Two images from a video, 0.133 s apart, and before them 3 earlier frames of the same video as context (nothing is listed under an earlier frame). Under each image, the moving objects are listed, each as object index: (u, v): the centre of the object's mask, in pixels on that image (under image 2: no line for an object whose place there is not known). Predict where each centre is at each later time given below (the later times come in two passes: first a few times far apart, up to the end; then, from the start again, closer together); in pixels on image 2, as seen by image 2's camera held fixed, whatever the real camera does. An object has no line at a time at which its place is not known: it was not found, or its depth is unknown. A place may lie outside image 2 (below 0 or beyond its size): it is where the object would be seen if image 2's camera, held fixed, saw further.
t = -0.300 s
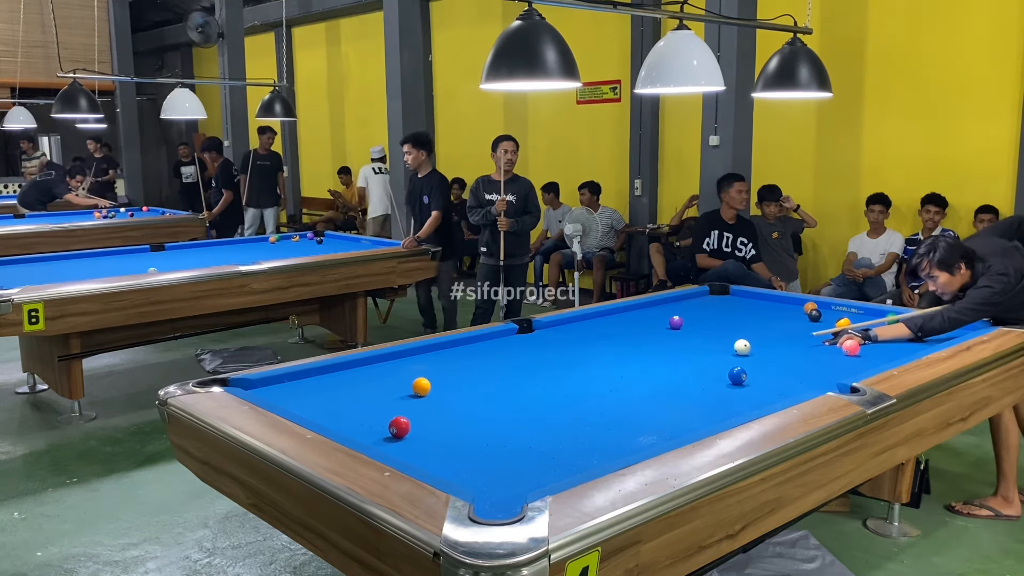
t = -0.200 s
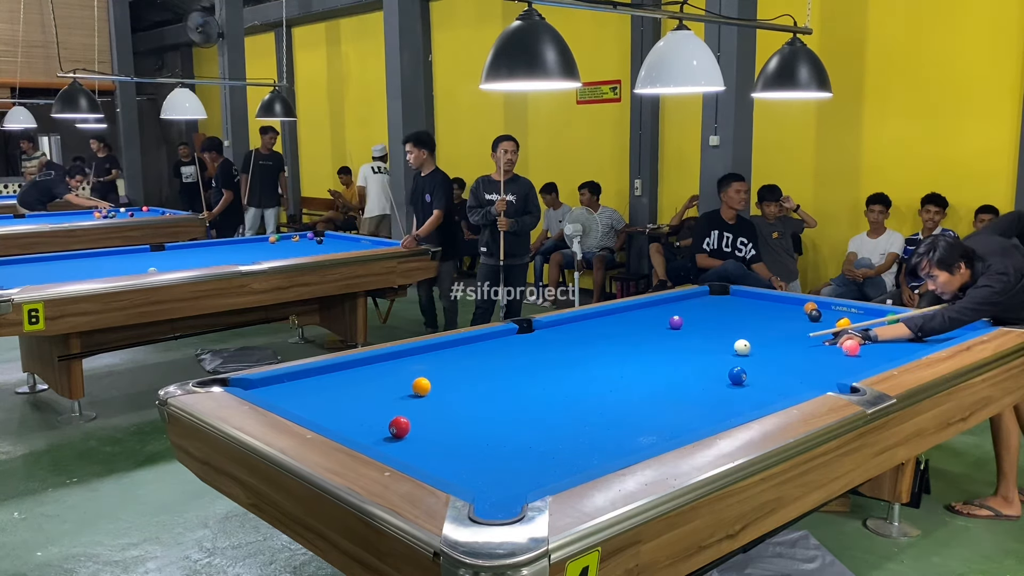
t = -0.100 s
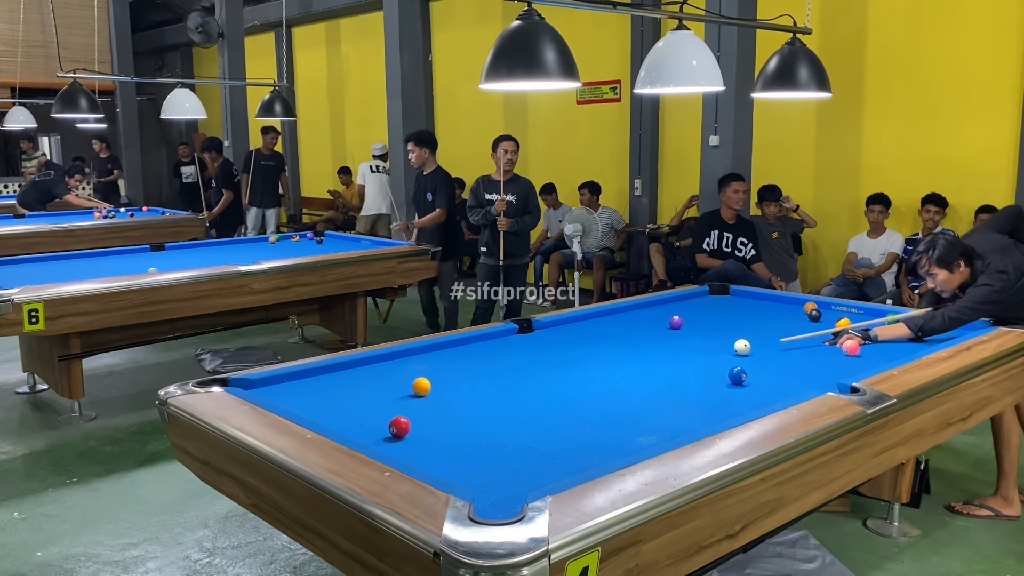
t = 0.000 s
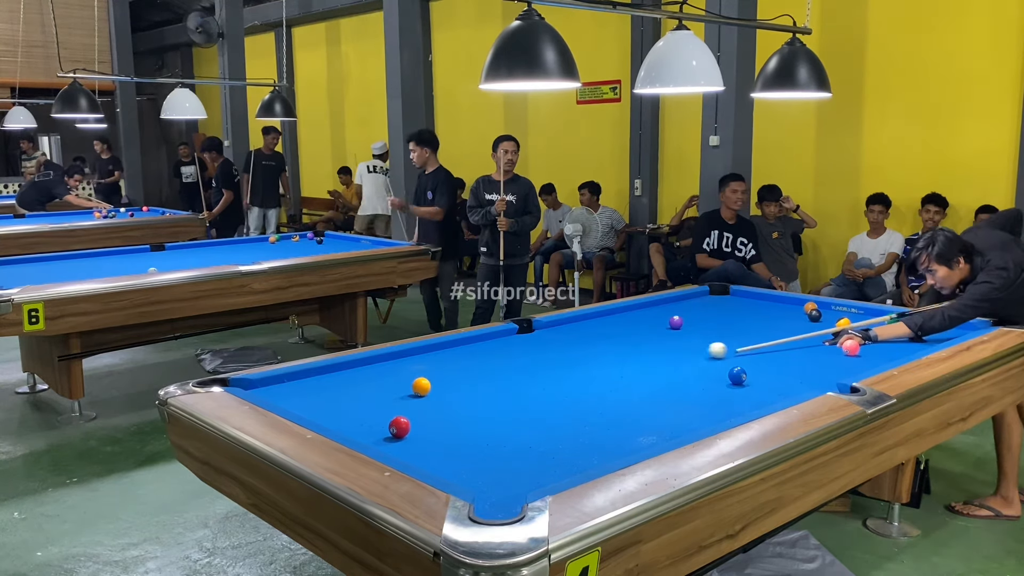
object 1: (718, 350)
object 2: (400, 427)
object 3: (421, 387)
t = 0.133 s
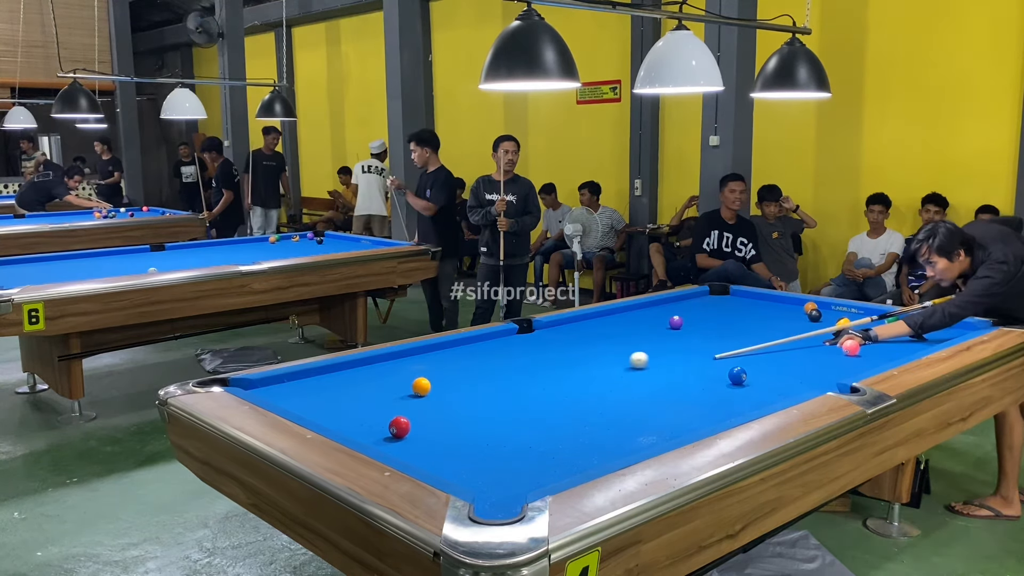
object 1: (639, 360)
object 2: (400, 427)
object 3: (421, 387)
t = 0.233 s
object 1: (586, 367)
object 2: (400, 427)
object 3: (422, 387)
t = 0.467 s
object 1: (473, 382)
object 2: (400, 427)
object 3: (421, 387)
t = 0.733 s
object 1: (420, 398)
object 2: (400, 427)
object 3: (340, 389)
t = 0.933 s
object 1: (389, 411)
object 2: (399, 427)
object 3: (271, 391)
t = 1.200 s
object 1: (346, 428)
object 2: (400, 427)
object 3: (265, 383)
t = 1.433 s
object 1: (374, 427)
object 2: (399, 427)
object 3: (295, 380)
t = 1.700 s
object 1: (388, 421)
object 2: (417, 427)
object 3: (328, 377)
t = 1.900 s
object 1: (395, 418)
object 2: (429, 428)
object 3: (349, 376)
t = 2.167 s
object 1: (403, 414)
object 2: (444, 428)
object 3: (377, 373)
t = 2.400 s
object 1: (409, 411)
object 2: (456, 428)
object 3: (399, 371)
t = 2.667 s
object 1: (414, 408)
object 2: (466, 429)
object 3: (421, 369)
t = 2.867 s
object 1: (416, 406)
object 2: (472, 429)
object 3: (437, 368)
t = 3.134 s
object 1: (418, 404)
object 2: (477, 429)
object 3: (454, 366)
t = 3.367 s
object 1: (420, 404)
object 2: (480, 429)
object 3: (468, 365)
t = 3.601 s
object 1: (421, 404)
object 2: (481, 429)
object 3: (480, 364)
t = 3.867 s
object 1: (421, 404)
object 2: (481, 429)
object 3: (492, 363)
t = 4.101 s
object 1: (420, 404)
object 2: (481, 429)
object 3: (499, 362)
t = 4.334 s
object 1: (420, 404)
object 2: (481, 429)
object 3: (506, 361)
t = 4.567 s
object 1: (420, 404)
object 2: (481, 429)
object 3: (510, 361)
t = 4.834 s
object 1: (420, 404)
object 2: (481, 429)
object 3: (512, 361)
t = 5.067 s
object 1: (420, 404)
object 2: (481, 429)
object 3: (513, 361)
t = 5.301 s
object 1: (420, 404)
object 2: (481, 429)
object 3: (513, 361)
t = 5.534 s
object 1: (420, 404)
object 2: (481, 429)
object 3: (513, 361)
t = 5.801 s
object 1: (420, 404)
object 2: (481, 429)
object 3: (513, 361)
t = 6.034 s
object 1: (420, 404)
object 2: (481, 429)
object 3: (513, 361)
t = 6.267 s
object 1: (420, 404)
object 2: (481, 429)
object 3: (513, 361)
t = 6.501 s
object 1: (420, 404)
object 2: (481, 429)
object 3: (513, 361)
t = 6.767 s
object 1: (420, 404)
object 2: (481, 429)
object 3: (513, 361)
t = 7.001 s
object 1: (420, 404)
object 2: (481, 429)
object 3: (513, 361)
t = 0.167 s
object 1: (621, 362)
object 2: (400, 427)
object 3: (421, 387)
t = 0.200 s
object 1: (603, 365)
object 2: (400, 427)
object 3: (421, 387)
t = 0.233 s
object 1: (586, 367)
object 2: (400, 427)
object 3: (422, 387)
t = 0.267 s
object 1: (570, 369)
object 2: (400, 427)
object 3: (422, 387)
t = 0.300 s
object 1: (554, 371)
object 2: (399, 427)
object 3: (422, 387)
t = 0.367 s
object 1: (522, 375)
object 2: (400, 427)
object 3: (421, 387)
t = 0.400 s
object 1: (506, 377)
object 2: (400, 427)
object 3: (421, 387)
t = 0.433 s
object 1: (490, 379)
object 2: (400, 427)
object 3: (421, 387)
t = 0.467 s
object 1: (473, 382)
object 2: (400, 427)
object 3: (421, 387)
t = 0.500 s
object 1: (456, 384)
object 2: (400, 427)
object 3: (421, 387)
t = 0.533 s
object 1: (440, 386)
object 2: (400, 427)
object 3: (420, 386)
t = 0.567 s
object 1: (439, 388)
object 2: (400, 427)
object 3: (404, 387)
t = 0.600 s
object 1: (437, 390)
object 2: (400, 427)
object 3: (389, 387)
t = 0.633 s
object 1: (434, 392)
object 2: (400, 427)
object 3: (375, 388)
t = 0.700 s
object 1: (425, 396)
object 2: (399, 427)
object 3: (351, 389)
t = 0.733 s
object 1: (420, 398)
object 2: (400, 427)
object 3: (340, 389)
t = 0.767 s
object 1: (415, 401)
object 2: (399, 427)
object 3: (328, 390)
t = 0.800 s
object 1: (410, 403)
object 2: (399, 427)
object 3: (316, 390)
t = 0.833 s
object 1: (405, 405)
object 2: (399, 427)
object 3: (305, 390)
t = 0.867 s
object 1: (399, 407)
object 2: (399, 427)
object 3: (293, 391)
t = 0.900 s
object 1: (394, 408)
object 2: (399, 427)
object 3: (282, 391)
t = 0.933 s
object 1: (389, 411)
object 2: (399, 427)
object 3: (271, 391)
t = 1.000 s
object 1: (378, 416)
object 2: (399, 427)
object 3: (252, 389)
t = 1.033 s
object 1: (373, 418)
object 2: (399, 427)
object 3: (254, 388)
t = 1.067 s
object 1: (367, 421)
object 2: (399, 427)
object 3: (256, 387)
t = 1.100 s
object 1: (362, 423)
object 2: (399, 427)
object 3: (258, 386)
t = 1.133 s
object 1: (356, 425)
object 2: (399, 427)
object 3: (260, 386)
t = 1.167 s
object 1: (351, 427)
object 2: (400, 427)
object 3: (263, 384)
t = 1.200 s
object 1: (346, 428)
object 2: (400, 427)
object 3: (265, 383)
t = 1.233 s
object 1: (345, 428)
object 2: (400, 427)
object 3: (269, 382)
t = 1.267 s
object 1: (350, 428)
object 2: (399, 427)
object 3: (273, 382)
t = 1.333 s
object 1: (359, 429)
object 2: (399, 427)
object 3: (282, 381)
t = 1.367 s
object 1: (364, 429)
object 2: (400, 427)
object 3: (287, 381)
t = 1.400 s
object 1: (369, 428)
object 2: (399, 427)
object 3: (291, 380)
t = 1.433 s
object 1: (374, 427)
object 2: (399, 427)
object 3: (295, 380)
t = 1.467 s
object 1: (378, 426)
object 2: (399, 427)
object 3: (300, 380)
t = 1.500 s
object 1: (379, 426)
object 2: (403, 427)
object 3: (304, 379)
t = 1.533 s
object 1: (381, 425)
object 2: (405, 427)
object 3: (308, 379)
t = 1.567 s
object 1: (382, 424)
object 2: (408, 427)
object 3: (312, 379)
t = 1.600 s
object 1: (384, 423)
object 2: (410, 427)
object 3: (316, 378)
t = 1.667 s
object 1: (387, 422)
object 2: (415, 427)
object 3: (324, 378)
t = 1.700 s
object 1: (388, 421)
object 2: (417, 427)
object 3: (328, 377)
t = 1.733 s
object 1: (389, 421)
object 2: (420, 427)
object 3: (332, 377)
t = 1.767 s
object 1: (390, 420)
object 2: (422, 428)
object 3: (336, 377)
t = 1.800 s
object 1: (391, 420)
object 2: (423, 428)
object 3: (338, 376)
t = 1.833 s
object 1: (392, 419)
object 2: (425, 428)
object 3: (341, 376)
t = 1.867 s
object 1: (394, 419)
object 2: (427, 428)
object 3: (345, 376)
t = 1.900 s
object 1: (395, 418)
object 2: (429, 428)
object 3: (349, 376)
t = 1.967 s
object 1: (397, 417)
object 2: (433, 428)
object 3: (356, 375)
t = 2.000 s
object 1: (398, 417)
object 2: (435, 428)
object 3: (360, 375)
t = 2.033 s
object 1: (399, 416)
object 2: (437, 428)
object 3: (363, 374)
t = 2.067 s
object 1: (400, 415)
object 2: (439, 428)
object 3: (367, 374)
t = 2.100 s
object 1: (401, 415)
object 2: (441, 428)
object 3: (370, 374)
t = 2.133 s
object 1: (402, 414)
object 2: (443, 428)
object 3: (374, 373)
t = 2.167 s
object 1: (403, 414)
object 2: (444, 428)
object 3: (377, 373)
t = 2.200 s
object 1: (404, 414)
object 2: (446, 428)
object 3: (380, 373)
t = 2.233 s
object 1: (405, 413)
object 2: (448, 428)
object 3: (383, 372)
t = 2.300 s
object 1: (407, 412)
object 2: (451, 428)
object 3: (389, 372)
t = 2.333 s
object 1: (407, 412)
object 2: (453, 428)
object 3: (393, 372)
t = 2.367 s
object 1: (408, 411)
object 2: (454, 428)
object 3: (396, 372)
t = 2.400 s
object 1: (409, 411)
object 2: (456, 428)
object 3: (399, 371)
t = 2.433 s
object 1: (410, 410)
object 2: (457, 429)
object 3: (402, 371)
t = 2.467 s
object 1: (410, 410)
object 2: (458, 429)
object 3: (404, 371)
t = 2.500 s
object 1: (411, 410)
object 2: (460, 429)
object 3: (407, 370)
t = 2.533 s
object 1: (412, 409)
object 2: (461, 429)
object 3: (410, 370)
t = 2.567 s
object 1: (412, 409)
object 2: (462, 429)
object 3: (413, 370)
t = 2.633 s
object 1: (413, 408)
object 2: (465, 429)
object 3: (419, 369)
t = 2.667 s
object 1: (414, 408)
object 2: (466, 429)
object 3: (421, 369)
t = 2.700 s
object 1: (414, 408)
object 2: (467, 429)
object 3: (424, 369)
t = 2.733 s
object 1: (415, 407)
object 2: (468, 429)
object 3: (427, 369)
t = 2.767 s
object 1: (415, 407)
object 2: (469, 429)
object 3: (429, 368)
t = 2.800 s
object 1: (415, 407)
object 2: (470, 429)
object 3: (432, 368)
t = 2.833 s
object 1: (416, 407)
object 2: (471, 429)
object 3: (434, 368)
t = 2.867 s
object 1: (416, 406)
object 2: (472, 429)
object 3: (437, 368)
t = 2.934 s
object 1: (417, 406)
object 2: (474, 429)
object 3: (441, 367)
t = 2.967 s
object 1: (417, 405)
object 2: (474, 429)
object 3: (443, 367)
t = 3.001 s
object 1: (418, 405)
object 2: (475, 429)
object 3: (446, 367)
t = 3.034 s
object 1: (418, 405)
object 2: (476, 429)
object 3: (448, 367)
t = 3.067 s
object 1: (418, 405)
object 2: (476, 429)
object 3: (450, 367)
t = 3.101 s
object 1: (418, 405)
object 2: (477, 429)
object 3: (452, 367)
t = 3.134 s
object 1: (418, 404)
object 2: (477, 429)
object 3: (454, 366)
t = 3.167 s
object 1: (419, 404)
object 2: (478, 429)
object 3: (456, 366)
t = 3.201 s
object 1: (419, 404)
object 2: (478, 429)
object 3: (459, 366)
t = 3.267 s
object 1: (419, 404)
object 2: (479, 429)
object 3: (463, 366)
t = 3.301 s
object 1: (420, 404)
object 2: (480, 429)
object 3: (464, 365)
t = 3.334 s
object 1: (420, 404)
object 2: (480, 429)
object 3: (466, 365)
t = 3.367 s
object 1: (420, 404)
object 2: (480, 429)
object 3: (468, 365)
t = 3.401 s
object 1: (420, 404)
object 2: (481, 429)
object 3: (470, 365)
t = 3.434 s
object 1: (420, 404)
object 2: (481, 429)
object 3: (472, 365)
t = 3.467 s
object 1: (421, 404)
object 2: (481, 429)
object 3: (474, 364)
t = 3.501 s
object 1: (421, 404)
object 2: (481, 429)
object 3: (475, 364)
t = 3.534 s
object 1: (421, 404)
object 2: (481, 429)
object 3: (477, 364)
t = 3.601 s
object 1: (421, 404)
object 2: (481, 429)
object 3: (480, 364)
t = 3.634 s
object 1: (421, 404)
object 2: (481, 429)
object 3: (481, 364)
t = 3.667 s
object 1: (421, 404)
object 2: (481, 429)
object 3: (483, 363)
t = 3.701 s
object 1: (421, 404)
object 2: (481, 429)
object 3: (485, 363)
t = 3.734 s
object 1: (420, 404)
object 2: (481, 429)
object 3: (486, 363)
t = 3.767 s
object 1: (421, 404)
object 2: (481, 429)
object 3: (487, 363)
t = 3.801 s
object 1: (421, 404)
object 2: (481, 429)
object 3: (489, 363)
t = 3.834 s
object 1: (420, 404)
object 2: (481, 429)
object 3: (490, 363)
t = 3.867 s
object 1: (421, 404)
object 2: (481, 429)
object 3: (492, 363)
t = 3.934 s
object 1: (420, 404)
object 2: (481, 429)
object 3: (494, 362)
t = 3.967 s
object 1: (420, 404)
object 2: (481, 429)
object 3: (495, 362)
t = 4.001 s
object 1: (421, 404)
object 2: (481, 429)
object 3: (496, 362)
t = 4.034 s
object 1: (421, 404)
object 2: (481, 429)
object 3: (497, 362)
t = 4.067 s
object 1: (420, 404)
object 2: (481, 429)
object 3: (498, 362)
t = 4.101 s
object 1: (420, 404)
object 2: (481, 429)
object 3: (499, 362)
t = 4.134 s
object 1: (420, 404)
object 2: (481, 429)
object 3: (501, 362)
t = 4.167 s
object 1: (420, 404)
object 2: (481, 429)
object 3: (501, 362)
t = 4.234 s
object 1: (420, 404)
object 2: (481, 429)
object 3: (503, 361)
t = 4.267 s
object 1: (420, 404)
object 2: (481, 429)
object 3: (504, 361)
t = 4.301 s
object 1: (420, 404)
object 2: (481, 429)
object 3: (505, 361)
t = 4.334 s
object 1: (420, 404)
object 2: (481, 429)
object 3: (506, 361)
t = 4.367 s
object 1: (420, 404)
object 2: (481, 429)
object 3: (506, 361)
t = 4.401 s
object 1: (420, 404)
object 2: (481, 429)
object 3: (507, 361)
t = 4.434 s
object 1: (420, 404)
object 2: (481, 429)
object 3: (508, 361)
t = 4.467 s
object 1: (420, 404)
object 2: (481, 429)
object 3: (509, 361)
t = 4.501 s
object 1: (420, 404)
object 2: (481, 429)
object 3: (509, 361)
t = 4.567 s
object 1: (420, 404)
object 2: (481, 429)
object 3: (510, 361)
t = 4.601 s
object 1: (420, 404)
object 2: (481, 429)
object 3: (511, 360)
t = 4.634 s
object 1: (420, 404)
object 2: (481, 429)
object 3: (511, 361)
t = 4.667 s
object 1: (420, 404)
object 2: (481, 429)
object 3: (511, 361)
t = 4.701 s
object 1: (420, 404)
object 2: (481, 429)
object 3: (511, 360)
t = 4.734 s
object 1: (420, 404)
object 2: (481, 429)
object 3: (512, 361)
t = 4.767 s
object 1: (420, 404)
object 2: (481, 429)
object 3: (512, 361)
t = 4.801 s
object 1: (420, 404)
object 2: (481, 429)
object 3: (512, 361)
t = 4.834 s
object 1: (420, 404)
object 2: (481, 429)
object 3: (512, 361)
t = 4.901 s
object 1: (420, 404)
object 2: (481, 429)
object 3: (513, 361)
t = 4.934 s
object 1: (420, 404)
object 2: (481, 429)
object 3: (513, 361)
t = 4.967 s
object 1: (420, 404)
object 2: (481, 429)
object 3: (513, 361)
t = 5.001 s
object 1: (420, 404)
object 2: (481, 429)
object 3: (513, 361)
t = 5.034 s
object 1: (420, 404)
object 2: (481, 429)
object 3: (513, 361)
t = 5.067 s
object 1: (420, 404)
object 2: (481, 429)
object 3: (513, 361)
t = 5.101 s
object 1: (420, 404)
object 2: (481, 429)
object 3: (513, 361)
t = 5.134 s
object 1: (420, 404)
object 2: (481, 429)
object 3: (513, 361)
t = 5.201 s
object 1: (420, 404)
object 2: (481, 429)
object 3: (513, 361)
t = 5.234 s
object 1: (420, 404)
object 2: (481, 429)
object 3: (513, 361)
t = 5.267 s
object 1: (420, 404)
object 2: (481, 429)
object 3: (513, 361)
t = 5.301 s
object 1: (420, 404)
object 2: (481, 429)
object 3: (513, 361)
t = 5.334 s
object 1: (420, 404)
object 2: (481, 429)
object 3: (513, 361)
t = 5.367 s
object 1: (420, 404)
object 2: (481, 429)
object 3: (513, 361)
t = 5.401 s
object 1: (420, 404)
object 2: (481, 429)
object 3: (513, 361)
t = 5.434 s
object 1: (420, 404)
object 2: (481, 429)
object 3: (513, 361)
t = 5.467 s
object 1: (420, 404)
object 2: (481, 429)
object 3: (513, 361)
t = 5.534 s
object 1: (420, 404)
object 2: (481, 429)
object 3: (513, 361)
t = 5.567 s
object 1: (420, 404)
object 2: (481, 429)
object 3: (513, 361)
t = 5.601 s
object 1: (420, 404)
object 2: (481, 429)
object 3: (513, 361)
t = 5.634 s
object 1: (420, 404)
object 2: (481, 429)
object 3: (513, 361)
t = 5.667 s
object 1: (420, 404)
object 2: (481, 429)
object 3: (513, 361)
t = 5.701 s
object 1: (420, 404)
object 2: (481, 429)
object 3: (513, 361)
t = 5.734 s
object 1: (421, 404)
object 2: (481, 429)
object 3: (513, 361)
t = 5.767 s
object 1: (420, 404)
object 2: (481, 429)
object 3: (513, 361)
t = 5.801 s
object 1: (420, 404)
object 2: (481, 429)
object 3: (513, 361)
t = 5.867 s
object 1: (420, 404)
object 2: (481, 429)
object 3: (513, 361)
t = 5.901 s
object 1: (420, 404)
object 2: (481, 429)
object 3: (513, 361)
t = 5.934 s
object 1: (420, 404)
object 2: (481, 429)
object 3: (513, 361)
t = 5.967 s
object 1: (420, 404)
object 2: (481, 429)
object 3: (513, 361)
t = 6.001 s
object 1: (420, 404)
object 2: (481, 429)
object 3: (513, 361)
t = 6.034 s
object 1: (420, 404)
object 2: (481, 429)
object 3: (513, 361)
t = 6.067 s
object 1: (420, 404)
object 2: (481, 429)
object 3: (513, 361)
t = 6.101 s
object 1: (420, 404)
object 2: (481, 429)
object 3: (513, 361)
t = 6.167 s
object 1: (420, 404)
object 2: (481, 429)
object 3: (513, 361)
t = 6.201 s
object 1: (420, 404)
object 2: (481, 429)
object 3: (513, 361)
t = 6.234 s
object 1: (420, 404)
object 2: (481, 429)
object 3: (513, 361)
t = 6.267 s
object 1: (420, 404)
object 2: (481, 429)
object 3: (513, 361)
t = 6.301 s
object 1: (420, 404)
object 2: (481, 429)
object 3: (513, 361)
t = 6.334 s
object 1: (420, 404)
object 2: (481, 429)
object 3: (513, 361)
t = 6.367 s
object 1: (420, 404)
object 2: (481, 429)
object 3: (513, 361)
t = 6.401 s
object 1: (420, 404)
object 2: (481, 429)
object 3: (513, 361)
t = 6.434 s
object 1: (420, 404)
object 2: (481, 429)
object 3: (513, 361)
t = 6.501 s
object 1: (420, 404)
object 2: (481, 429)
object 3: (513, 361)
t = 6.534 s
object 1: (420, 404)
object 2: (481, 429)
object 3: (513, 361)
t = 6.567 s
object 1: (420, 404)
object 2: (481, 429)
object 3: (513, 361)
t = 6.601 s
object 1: (420, 404)
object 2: (481, 429)
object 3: (513, 361)
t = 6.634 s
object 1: (420, 404)
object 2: (481, 429)
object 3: (513, 361)
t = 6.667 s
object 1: (420, 404)
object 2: (481, 429)
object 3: (513, 361)
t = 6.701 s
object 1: (420, 404)
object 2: (481, 429)
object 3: (513, 361)
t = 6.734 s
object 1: (420, 404)
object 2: (481, 429)
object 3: (513, 361)
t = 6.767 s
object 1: (420, 404)
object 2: (481, 429)
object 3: (513, 361)
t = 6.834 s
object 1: (420, 404)
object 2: (481, 429)
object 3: (513, 361)
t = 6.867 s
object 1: (420, 404)
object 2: (481, 429)
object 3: (513, 361)
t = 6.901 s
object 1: (420, 404)
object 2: (481, 429)
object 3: (513, 361)
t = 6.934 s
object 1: (420, 404)
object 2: (481, 429)
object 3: (513, 361)
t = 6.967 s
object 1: (421, 404)
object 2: (481, 429)
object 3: (513, 361)
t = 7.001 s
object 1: (420, 404)
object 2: (481, 429)
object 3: (513, 361)
